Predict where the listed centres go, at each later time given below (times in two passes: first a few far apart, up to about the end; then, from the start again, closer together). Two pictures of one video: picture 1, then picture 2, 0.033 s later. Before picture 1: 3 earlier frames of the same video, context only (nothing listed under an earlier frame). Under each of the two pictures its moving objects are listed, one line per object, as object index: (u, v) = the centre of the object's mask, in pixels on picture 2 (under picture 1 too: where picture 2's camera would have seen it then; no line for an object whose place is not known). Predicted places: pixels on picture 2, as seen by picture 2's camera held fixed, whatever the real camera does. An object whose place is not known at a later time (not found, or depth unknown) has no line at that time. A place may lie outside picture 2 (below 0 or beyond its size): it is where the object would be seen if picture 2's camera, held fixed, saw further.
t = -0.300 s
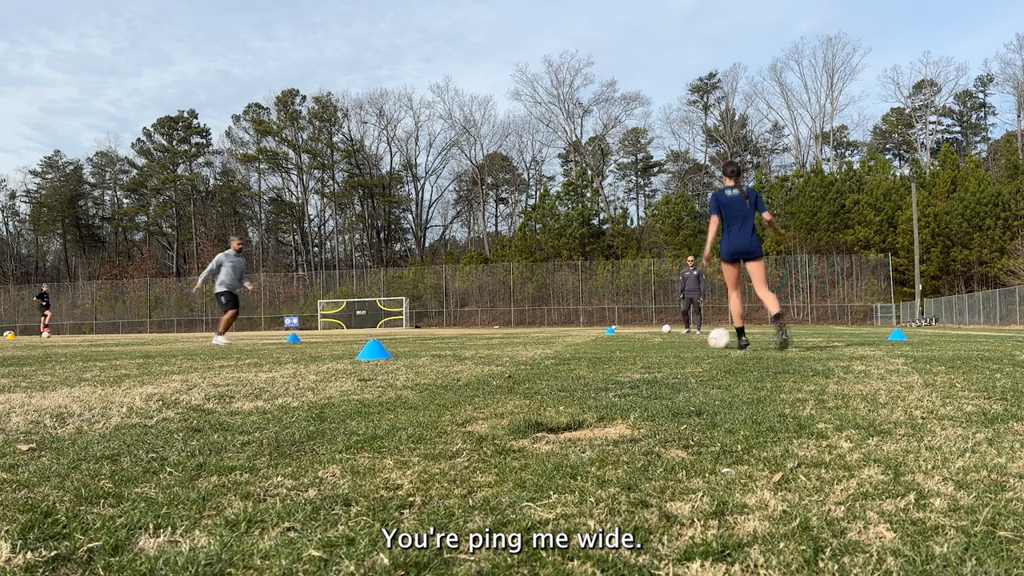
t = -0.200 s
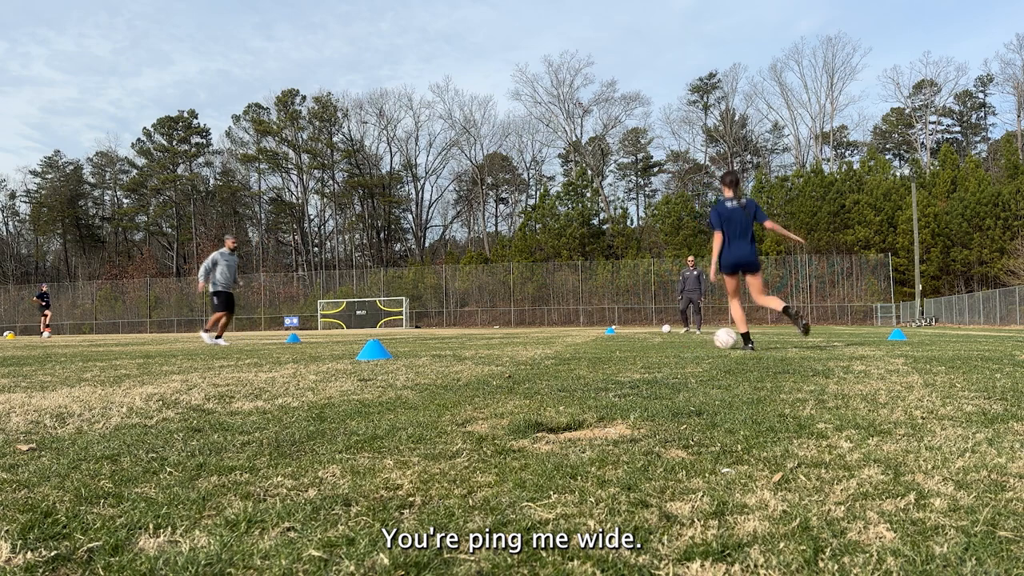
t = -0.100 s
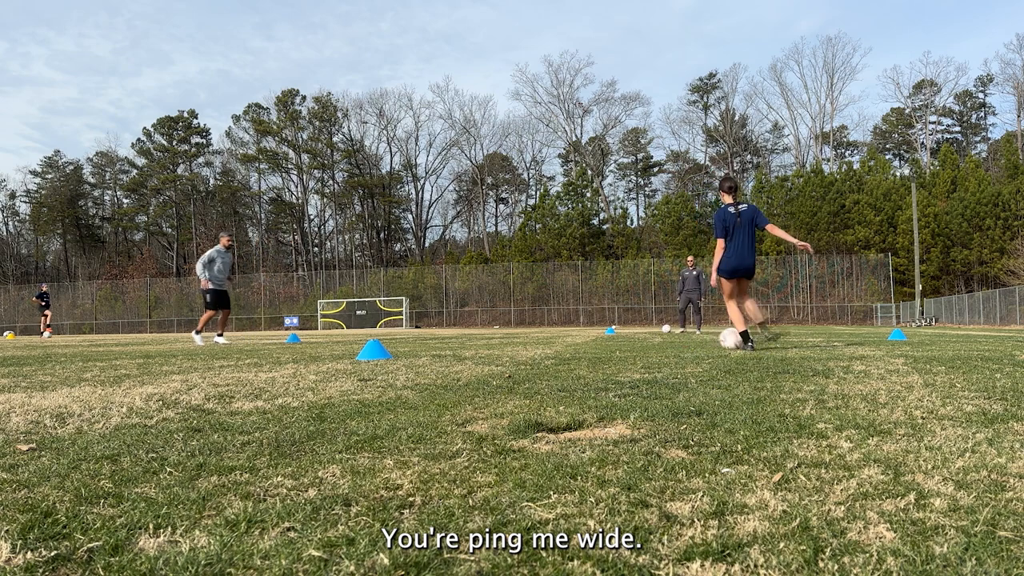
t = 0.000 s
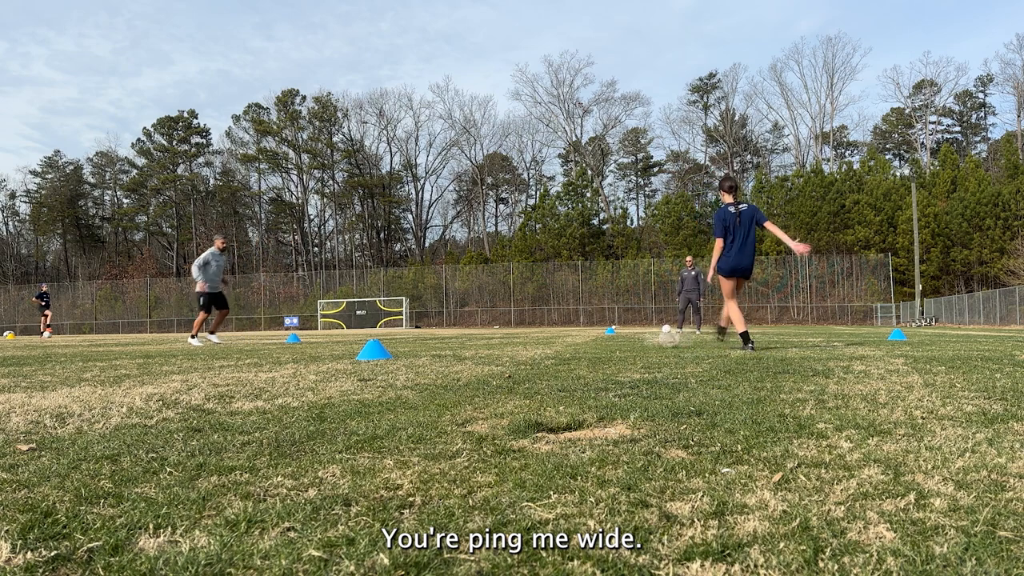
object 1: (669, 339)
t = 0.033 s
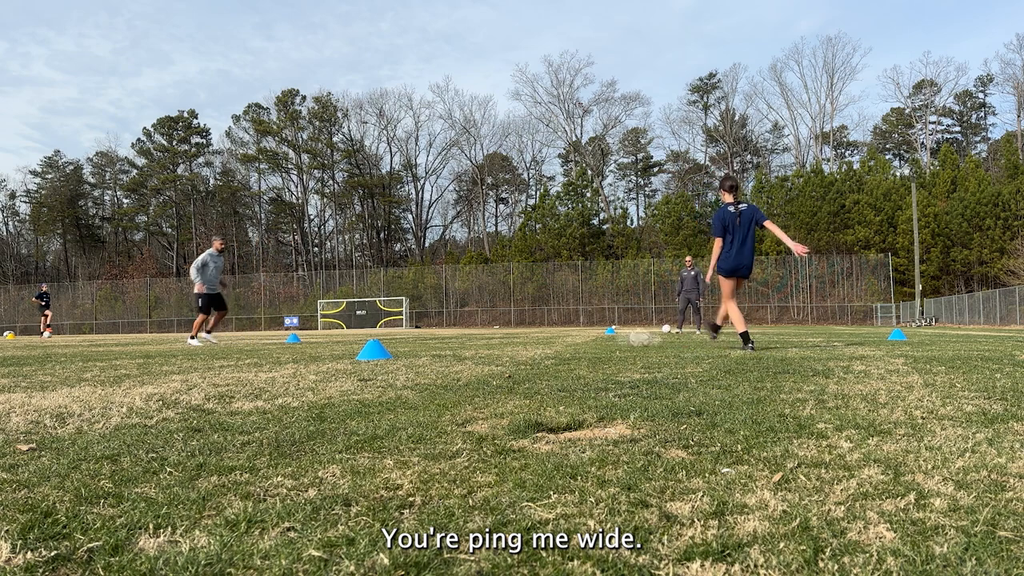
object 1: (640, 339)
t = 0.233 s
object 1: (505, 337)
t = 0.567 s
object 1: (370, 335)
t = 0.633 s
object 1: (351, 335)
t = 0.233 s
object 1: (505, 337)
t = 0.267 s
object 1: (488, 336)
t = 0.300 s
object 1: (469, 337)
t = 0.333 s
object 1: (456, 336)
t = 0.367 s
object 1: (441, 335)
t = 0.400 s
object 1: (427, 336)
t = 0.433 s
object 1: (415, 336)
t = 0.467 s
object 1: (402, 336)
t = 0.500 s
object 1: (392, 336)
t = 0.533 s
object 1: (382, 334)
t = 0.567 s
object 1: (370, 335)
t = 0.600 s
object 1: (361, 336)
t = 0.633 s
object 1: (351, 335)
